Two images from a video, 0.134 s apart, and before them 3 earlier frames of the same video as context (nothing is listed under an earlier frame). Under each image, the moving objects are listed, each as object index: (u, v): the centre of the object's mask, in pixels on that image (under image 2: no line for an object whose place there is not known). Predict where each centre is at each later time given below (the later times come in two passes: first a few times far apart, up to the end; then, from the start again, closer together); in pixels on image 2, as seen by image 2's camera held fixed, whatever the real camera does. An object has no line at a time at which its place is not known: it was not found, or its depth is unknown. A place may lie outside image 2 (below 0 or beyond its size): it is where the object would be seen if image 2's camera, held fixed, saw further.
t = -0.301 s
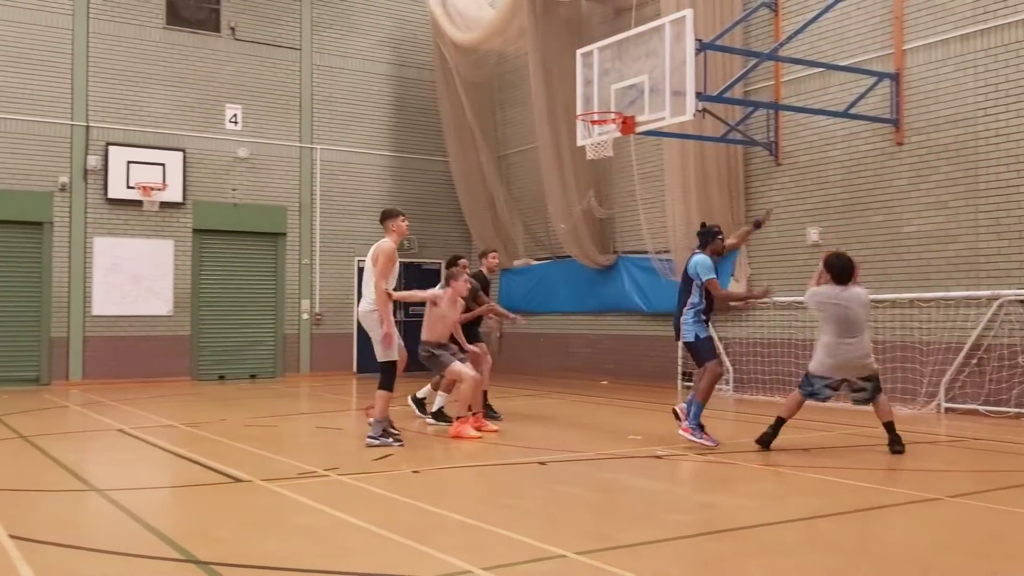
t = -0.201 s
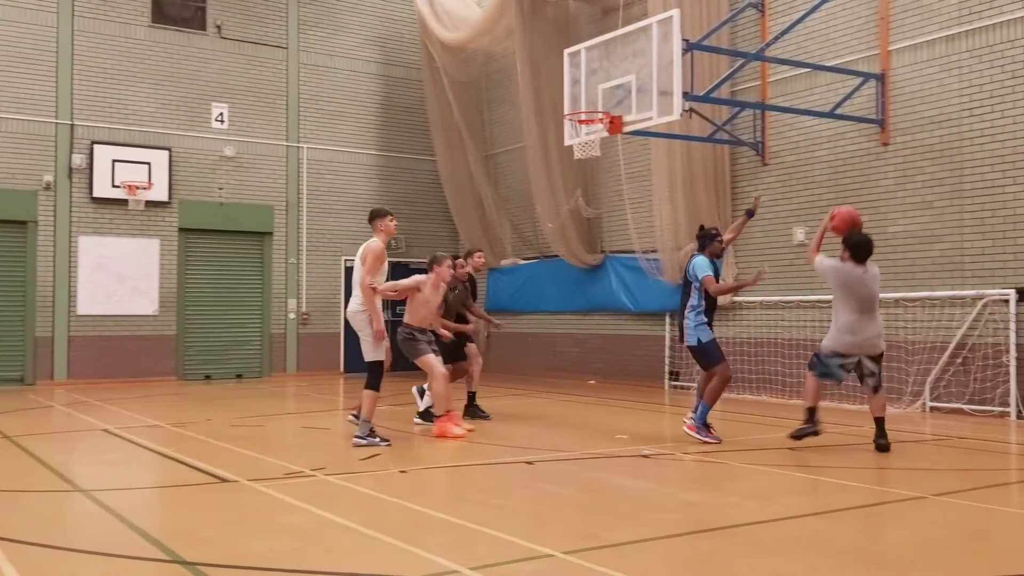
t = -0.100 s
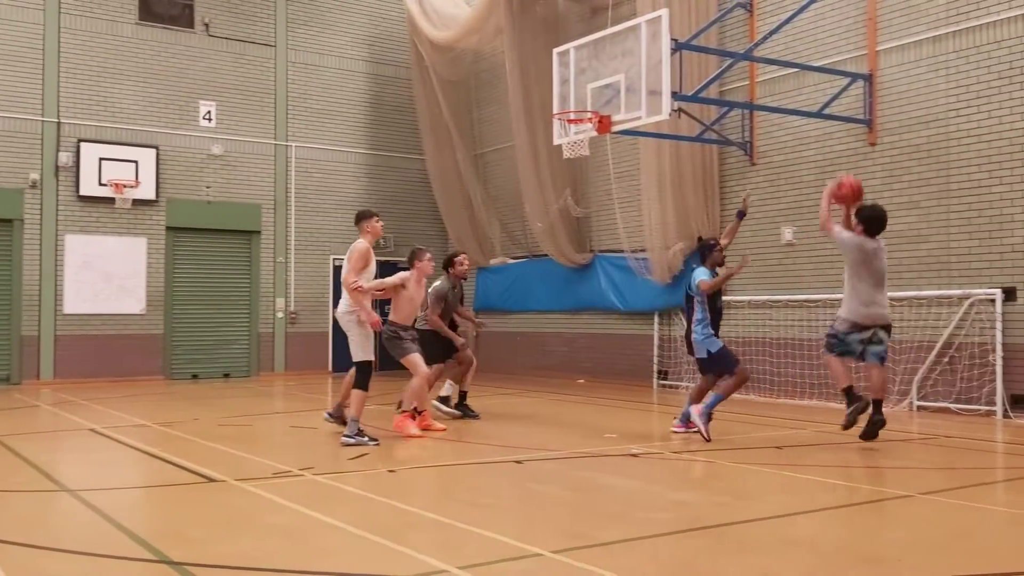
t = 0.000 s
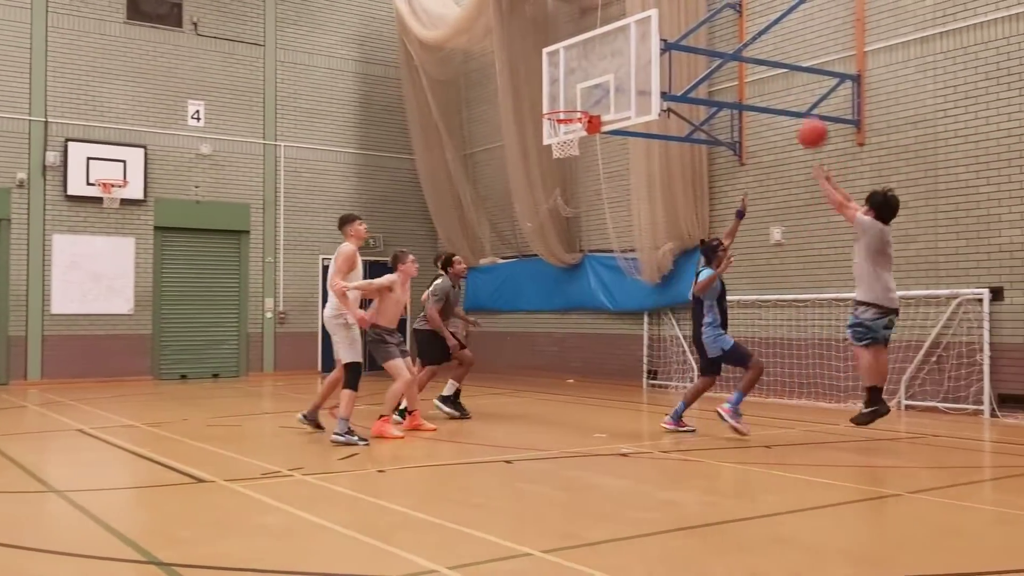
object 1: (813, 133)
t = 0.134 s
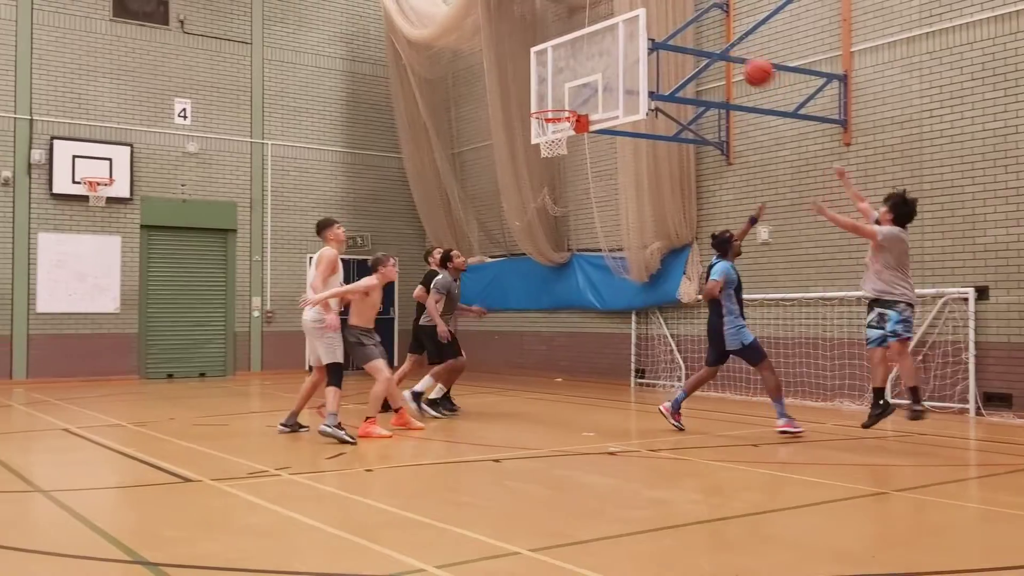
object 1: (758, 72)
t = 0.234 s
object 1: (729, 43)
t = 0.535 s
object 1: (655, 24)
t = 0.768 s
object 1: (609, 53)
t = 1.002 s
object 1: (565, 128)
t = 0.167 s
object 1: (748, 62)
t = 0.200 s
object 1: (739, 51)
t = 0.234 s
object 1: (729, 43)
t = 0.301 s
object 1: (713, 29)
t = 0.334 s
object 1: (703, 25)
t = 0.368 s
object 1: (695, 22)
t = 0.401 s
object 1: (687, 20)
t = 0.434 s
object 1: (678, 19)
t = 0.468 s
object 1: (669, 20)
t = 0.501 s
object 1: (661, 22)
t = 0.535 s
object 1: (655, 24)
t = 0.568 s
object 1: (647, 28)
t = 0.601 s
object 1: (640, 33)
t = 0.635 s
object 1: (634, 35)
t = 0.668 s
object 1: (627, 37)
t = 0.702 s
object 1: (621, 41)
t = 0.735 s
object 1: (615, 47)
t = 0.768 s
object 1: (609, 53)
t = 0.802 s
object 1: (603, 60)
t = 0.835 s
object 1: (596, 68)
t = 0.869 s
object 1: (590, 79)
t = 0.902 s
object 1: (584, 89)
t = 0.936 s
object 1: (578, 102)
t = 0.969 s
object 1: (571, 115)
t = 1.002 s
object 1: (565, 128)
